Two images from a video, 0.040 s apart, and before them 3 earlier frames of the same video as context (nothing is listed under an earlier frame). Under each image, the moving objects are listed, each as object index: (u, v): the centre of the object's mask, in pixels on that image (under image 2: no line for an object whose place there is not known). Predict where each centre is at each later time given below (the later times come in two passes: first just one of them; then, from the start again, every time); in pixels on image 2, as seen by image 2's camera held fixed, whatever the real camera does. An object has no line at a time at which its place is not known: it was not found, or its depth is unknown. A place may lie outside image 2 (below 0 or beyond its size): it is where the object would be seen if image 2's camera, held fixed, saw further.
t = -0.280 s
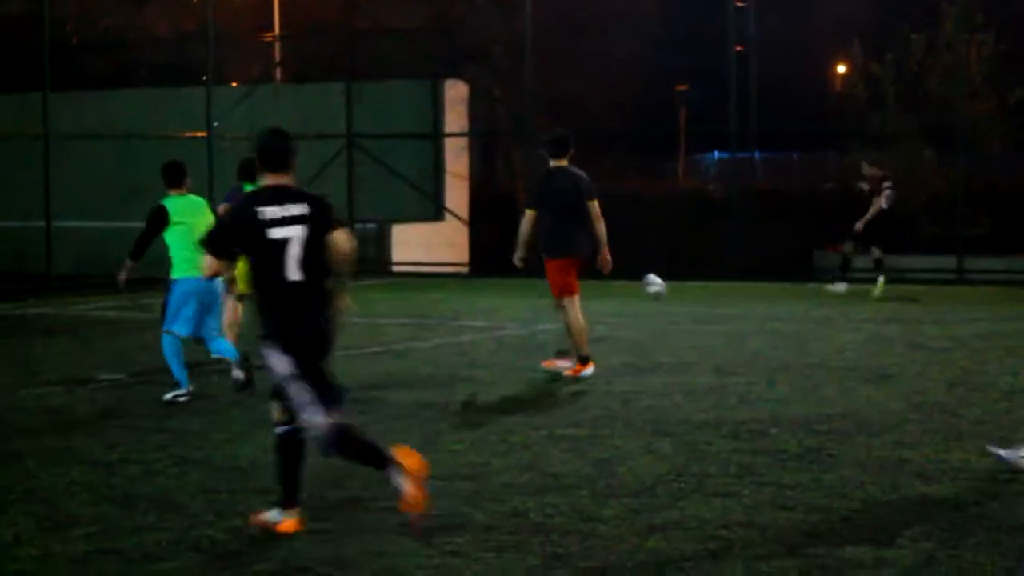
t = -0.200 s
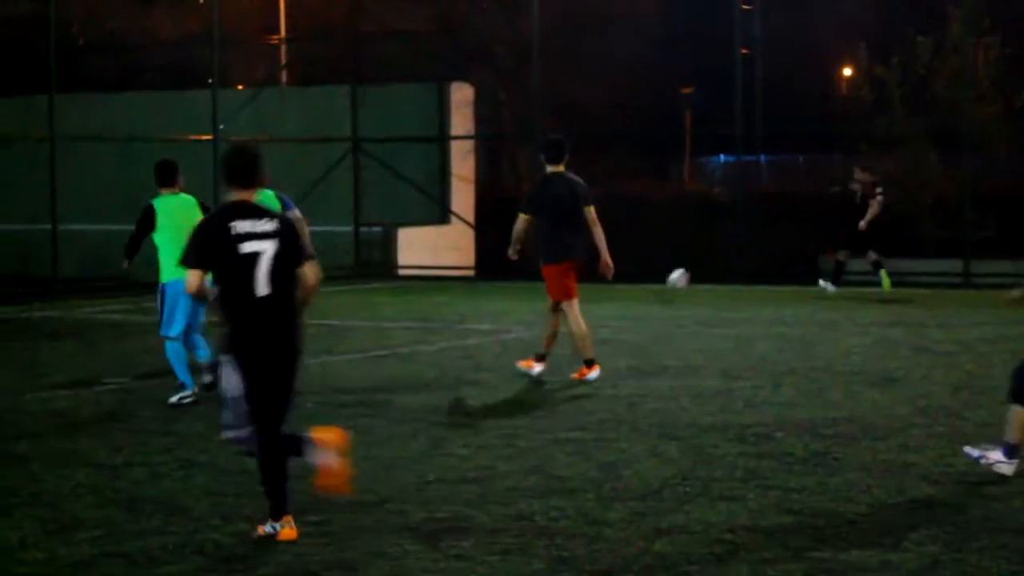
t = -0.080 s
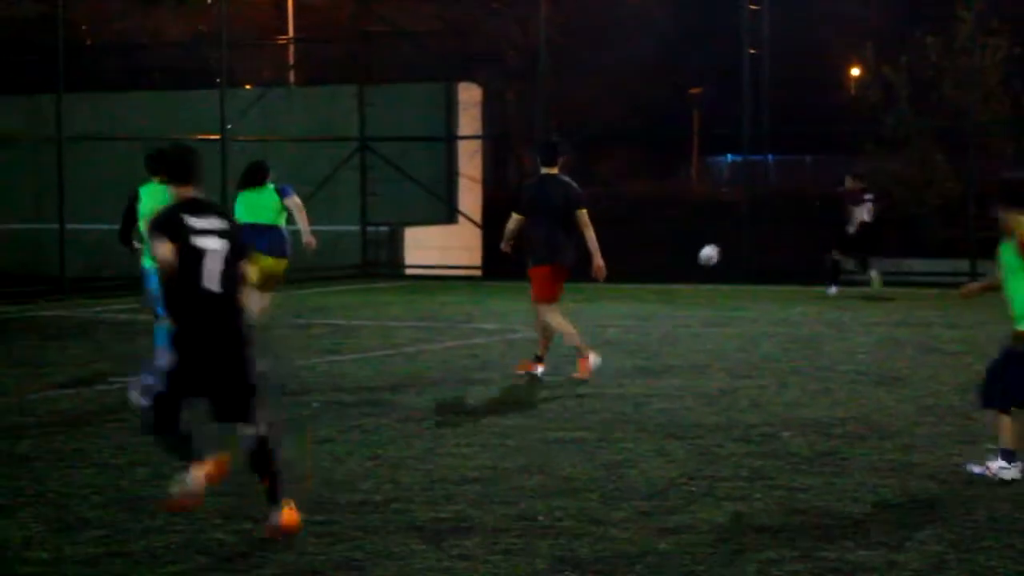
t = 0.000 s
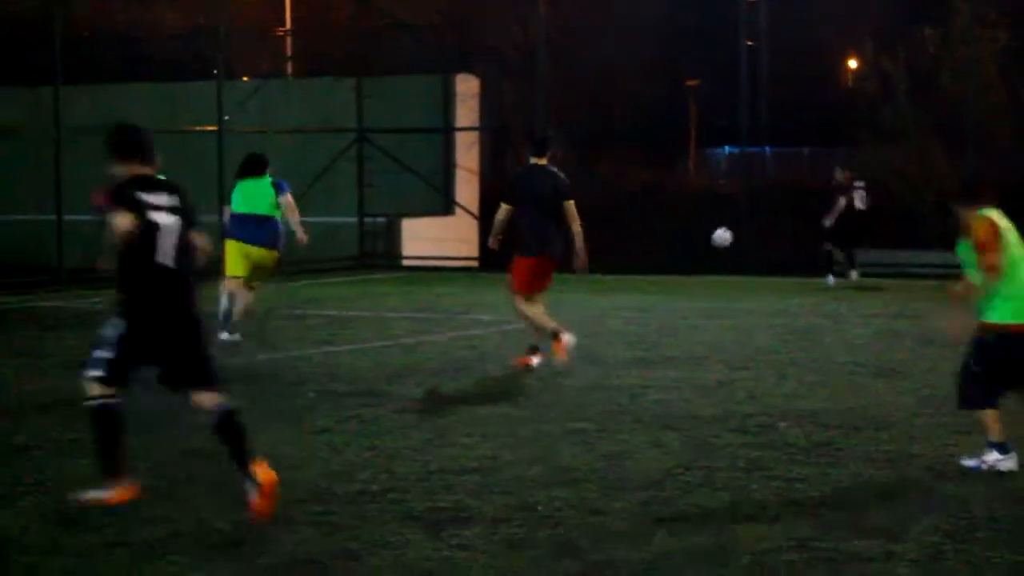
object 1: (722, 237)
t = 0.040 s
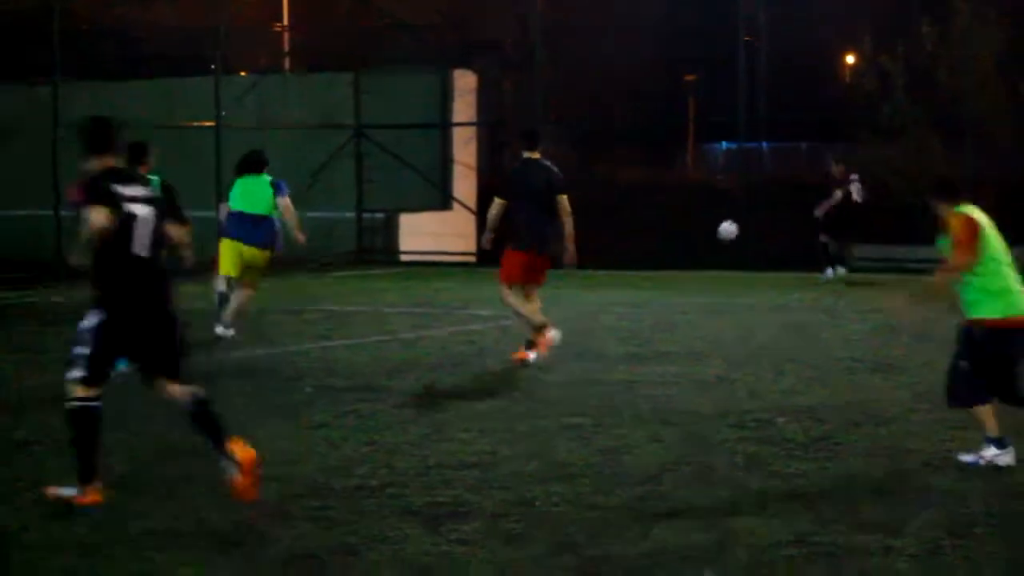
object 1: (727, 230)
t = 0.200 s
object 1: (759, 233)
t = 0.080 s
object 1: (735, 229)
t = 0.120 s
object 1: (743, 229)
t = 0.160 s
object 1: (750, 231)
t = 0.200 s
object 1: (759, 233)
